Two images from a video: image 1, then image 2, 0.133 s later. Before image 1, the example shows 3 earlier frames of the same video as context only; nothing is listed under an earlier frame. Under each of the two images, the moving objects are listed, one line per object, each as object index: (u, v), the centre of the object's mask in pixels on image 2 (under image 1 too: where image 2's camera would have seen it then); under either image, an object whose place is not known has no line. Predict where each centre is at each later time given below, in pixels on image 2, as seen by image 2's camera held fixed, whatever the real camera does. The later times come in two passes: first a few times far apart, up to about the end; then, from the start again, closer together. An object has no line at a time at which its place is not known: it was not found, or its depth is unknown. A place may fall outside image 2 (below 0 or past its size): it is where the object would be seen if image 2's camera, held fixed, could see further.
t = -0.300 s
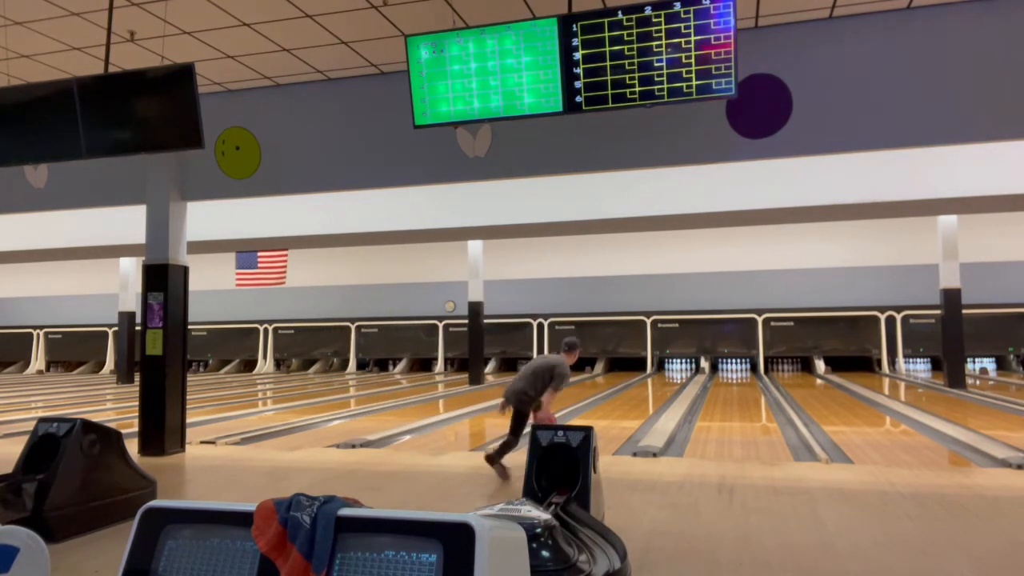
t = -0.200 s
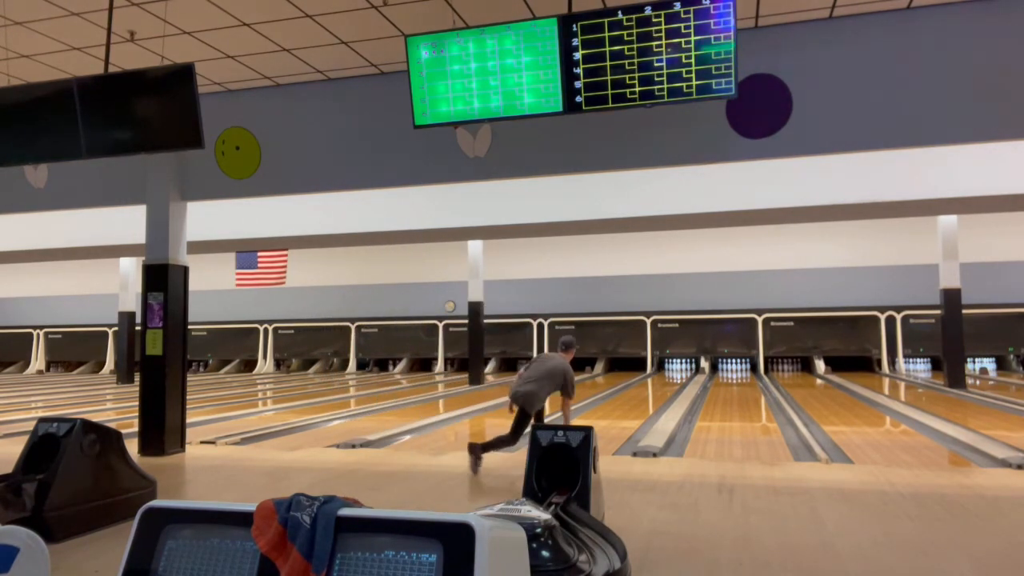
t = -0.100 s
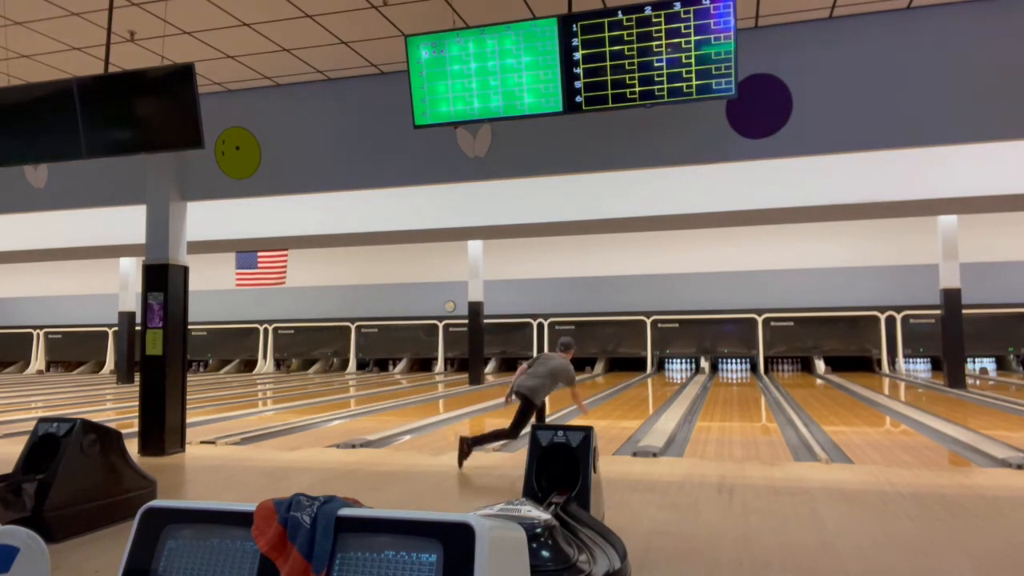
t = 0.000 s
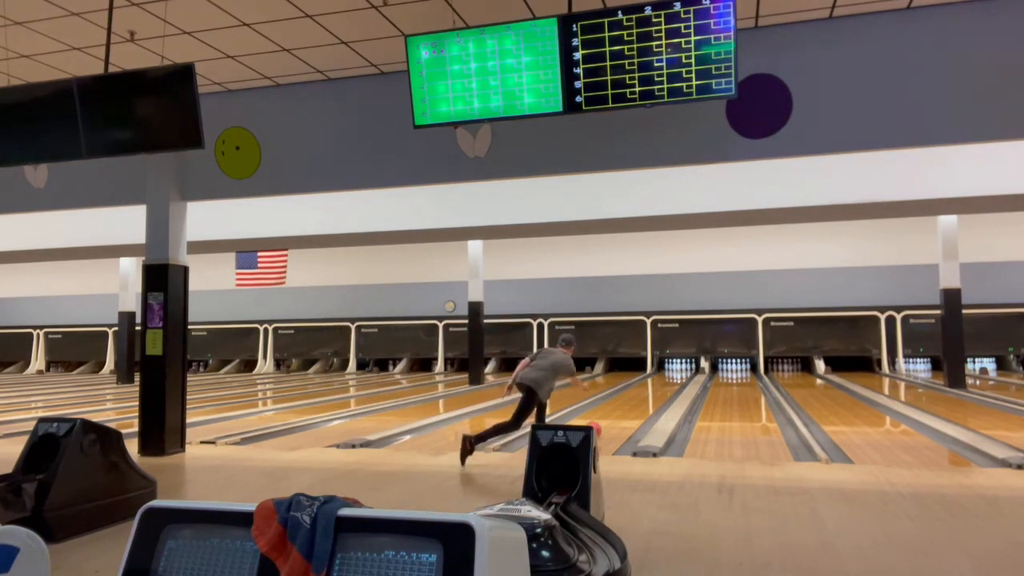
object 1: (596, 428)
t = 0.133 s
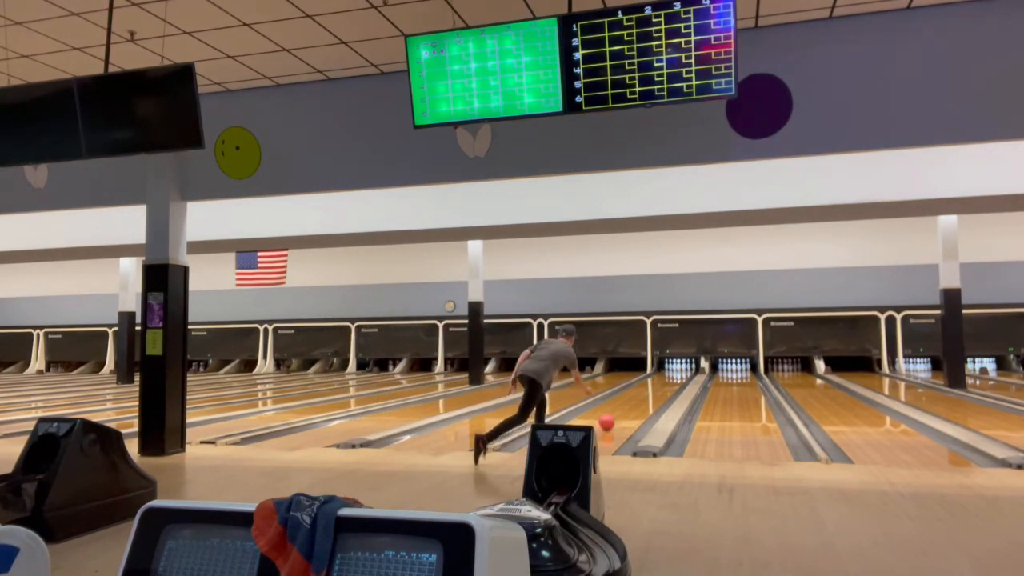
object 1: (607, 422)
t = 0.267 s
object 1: (619, 414)
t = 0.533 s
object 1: (636, 403)
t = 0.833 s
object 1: (651, 394)
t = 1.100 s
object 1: (660, 387)
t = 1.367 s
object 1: (668, 382)
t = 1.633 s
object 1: (674, 378)
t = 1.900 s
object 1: (678, 374)
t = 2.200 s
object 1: (680, 371)
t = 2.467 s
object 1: (681, 370)
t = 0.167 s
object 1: (609, 420)
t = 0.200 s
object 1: (613, 418)
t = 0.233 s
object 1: (615, 417)
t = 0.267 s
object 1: (619, 414)
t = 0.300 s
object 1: (621, 413)
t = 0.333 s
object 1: (623, 411)
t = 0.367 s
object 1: (626, 410)
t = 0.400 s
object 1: (628, 408)
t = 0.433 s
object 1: (630, 407)
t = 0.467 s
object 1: (633, 405)
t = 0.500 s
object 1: (634, 404)
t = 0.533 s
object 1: (636, 403)
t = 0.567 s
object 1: (638, 402)
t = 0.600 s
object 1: (640, 401)
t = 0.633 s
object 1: (641, 400)
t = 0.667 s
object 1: (643, 399)
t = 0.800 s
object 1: (650, 394)
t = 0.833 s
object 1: (651, 394)
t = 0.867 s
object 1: (652, 393)
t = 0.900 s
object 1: (653, 392)
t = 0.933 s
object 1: (655, 391)
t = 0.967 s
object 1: (657, 390)
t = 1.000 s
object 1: (657, 389)
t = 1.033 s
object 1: (659, 388)
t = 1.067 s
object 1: (659, 388)
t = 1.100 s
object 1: (660, 387)
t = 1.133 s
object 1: (661, 387)
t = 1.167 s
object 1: (662, 386)
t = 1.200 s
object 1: (663, 385)
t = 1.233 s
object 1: (664, 385)
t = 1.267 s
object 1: (665, 384)
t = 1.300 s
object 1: (666, 384)
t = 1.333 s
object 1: (668, 382)
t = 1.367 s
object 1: (668, 382)
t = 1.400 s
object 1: (669, 382)
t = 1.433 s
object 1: (670, 381)
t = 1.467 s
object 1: (670, 380)
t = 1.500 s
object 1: (671, 380)
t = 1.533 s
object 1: (672, 380)
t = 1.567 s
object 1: (672, 379)
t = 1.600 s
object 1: (673, 378)
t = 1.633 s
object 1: (674, 378)
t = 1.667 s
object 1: (674, 377)
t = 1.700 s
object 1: (674, 377)
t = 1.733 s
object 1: (675, 376)
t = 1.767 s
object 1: (676, 376)
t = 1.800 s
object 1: (676, 375)
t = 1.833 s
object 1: (677, 375)
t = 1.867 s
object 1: (678, 375)
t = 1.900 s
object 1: (678, 374)
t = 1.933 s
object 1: (678, 374)
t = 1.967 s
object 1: (678, 374)
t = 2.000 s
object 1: (678, 374)
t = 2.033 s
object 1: (678, 373)
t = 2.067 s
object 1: (679, 373)
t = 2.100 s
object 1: (679, 373)
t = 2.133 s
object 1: (679, 372)
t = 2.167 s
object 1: (680, 371)
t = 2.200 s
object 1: (680, 371)
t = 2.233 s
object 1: (680, 371)
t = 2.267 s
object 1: (680, 370)
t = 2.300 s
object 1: (680, 370)
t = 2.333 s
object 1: (680, 370)
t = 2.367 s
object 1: (680, 370)
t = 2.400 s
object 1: (680, 370)
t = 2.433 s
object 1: (680, 369)
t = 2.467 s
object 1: (681, 370)
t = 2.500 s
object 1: (681, 371)
